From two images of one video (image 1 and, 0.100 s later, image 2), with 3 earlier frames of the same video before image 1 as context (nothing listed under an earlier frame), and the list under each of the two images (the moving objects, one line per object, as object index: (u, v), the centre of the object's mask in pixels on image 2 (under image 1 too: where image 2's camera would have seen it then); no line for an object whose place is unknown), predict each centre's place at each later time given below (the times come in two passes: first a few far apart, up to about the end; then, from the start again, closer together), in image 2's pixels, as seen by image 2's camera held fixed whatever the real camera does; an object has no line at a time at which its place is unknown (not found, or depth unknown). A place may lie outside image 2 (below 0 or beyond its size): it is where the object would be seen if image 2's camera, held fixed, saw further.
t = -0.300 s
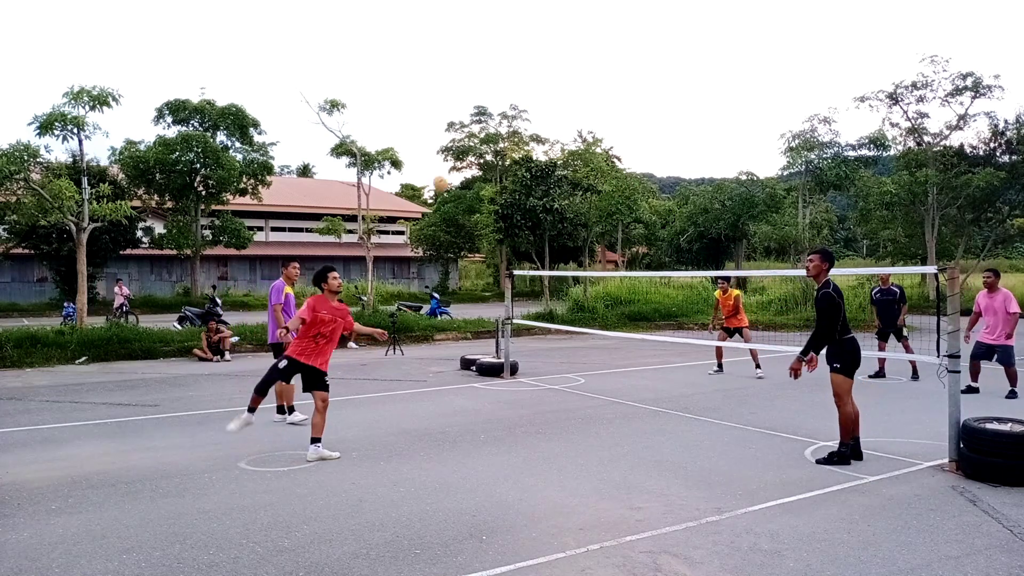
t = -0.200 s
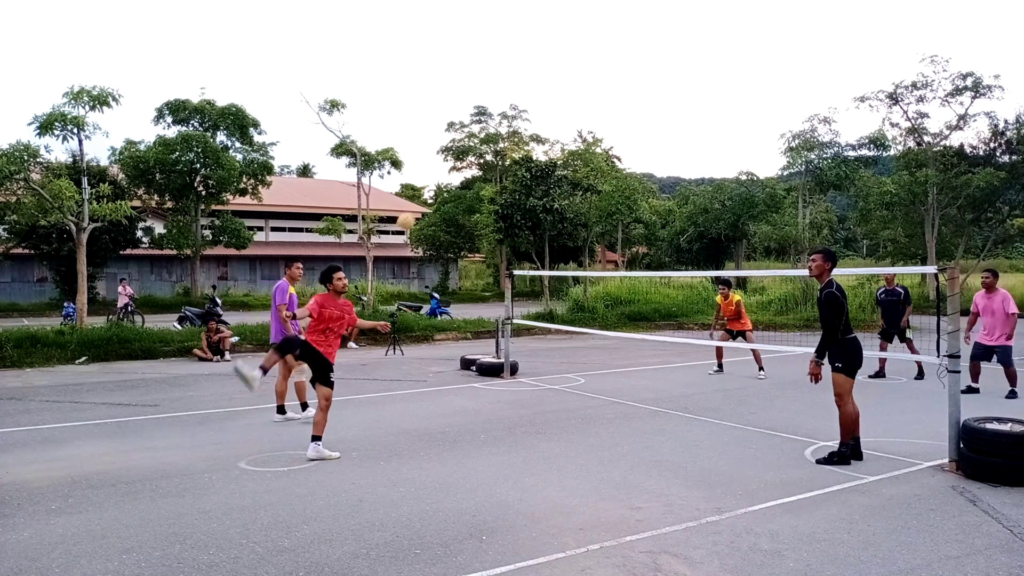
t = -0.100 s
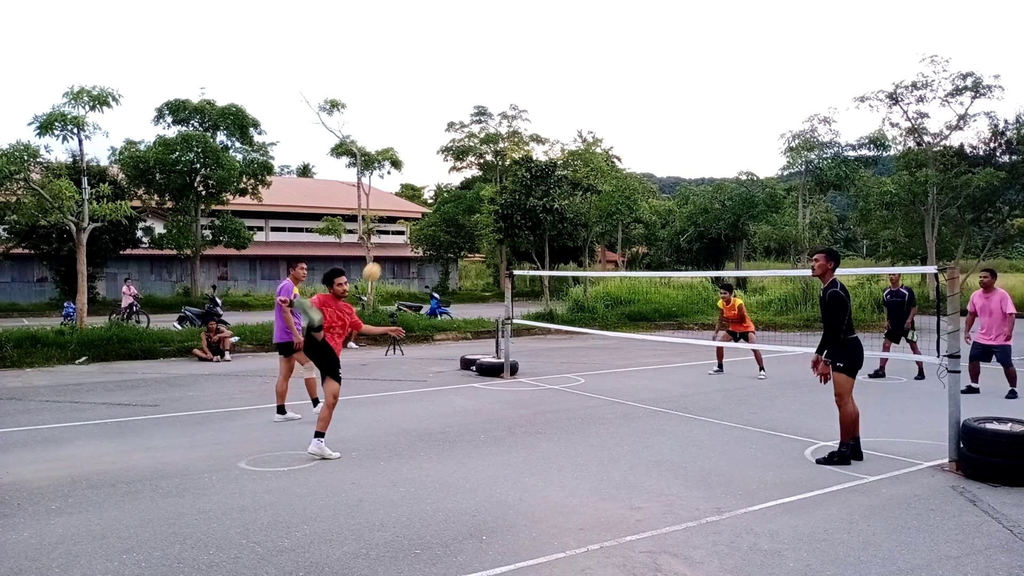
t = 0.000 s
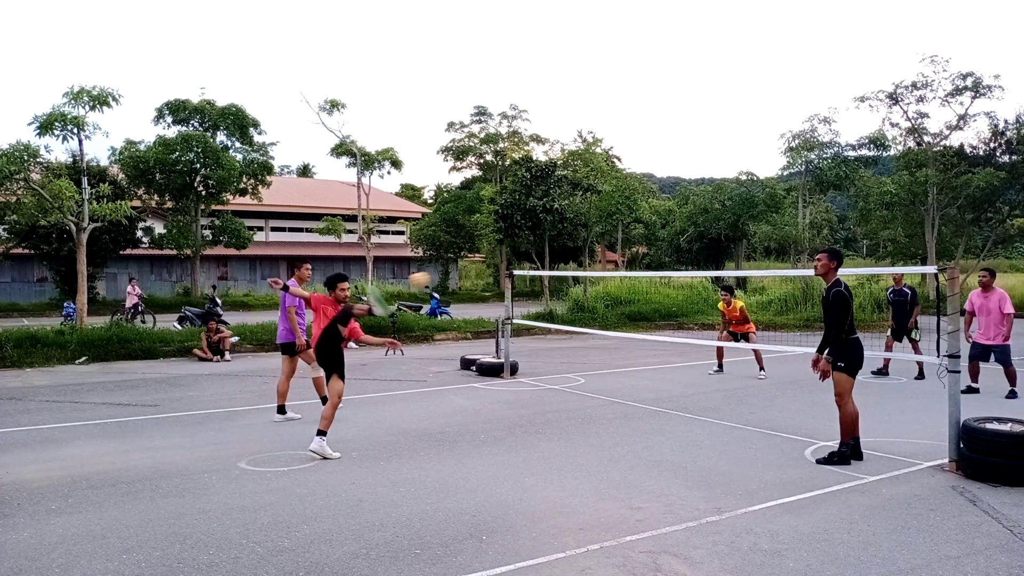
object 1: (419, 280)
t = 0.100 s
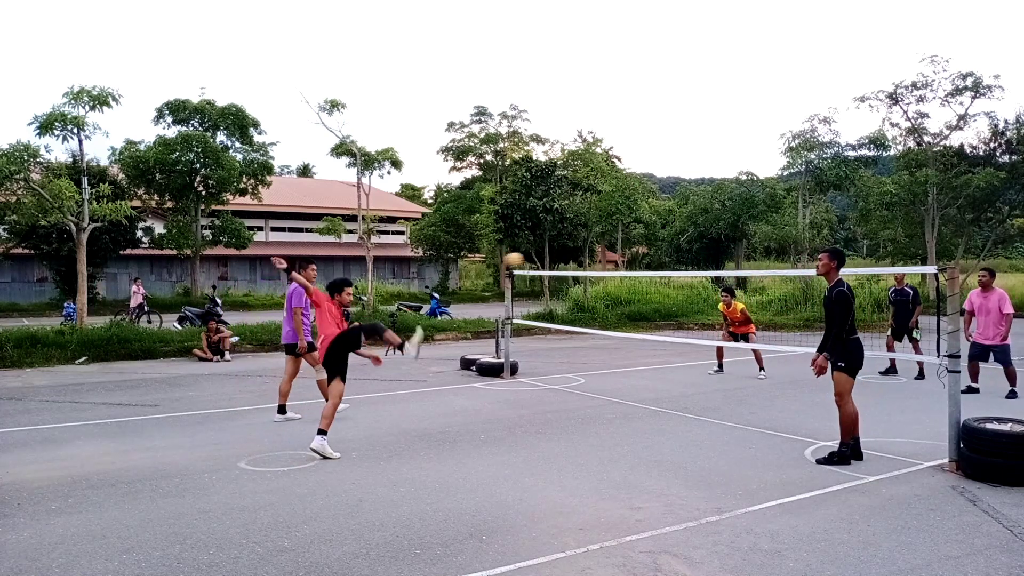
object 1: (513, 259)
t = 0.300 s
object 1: (661, 255)
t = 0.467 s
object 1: (757, 278)
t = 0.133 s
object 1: (541, 256)
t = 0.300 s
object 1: (661, 255)
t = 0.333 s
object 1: (683, 258)
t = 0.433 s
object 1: (739, 272)
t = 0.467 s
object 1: (757, 278)
